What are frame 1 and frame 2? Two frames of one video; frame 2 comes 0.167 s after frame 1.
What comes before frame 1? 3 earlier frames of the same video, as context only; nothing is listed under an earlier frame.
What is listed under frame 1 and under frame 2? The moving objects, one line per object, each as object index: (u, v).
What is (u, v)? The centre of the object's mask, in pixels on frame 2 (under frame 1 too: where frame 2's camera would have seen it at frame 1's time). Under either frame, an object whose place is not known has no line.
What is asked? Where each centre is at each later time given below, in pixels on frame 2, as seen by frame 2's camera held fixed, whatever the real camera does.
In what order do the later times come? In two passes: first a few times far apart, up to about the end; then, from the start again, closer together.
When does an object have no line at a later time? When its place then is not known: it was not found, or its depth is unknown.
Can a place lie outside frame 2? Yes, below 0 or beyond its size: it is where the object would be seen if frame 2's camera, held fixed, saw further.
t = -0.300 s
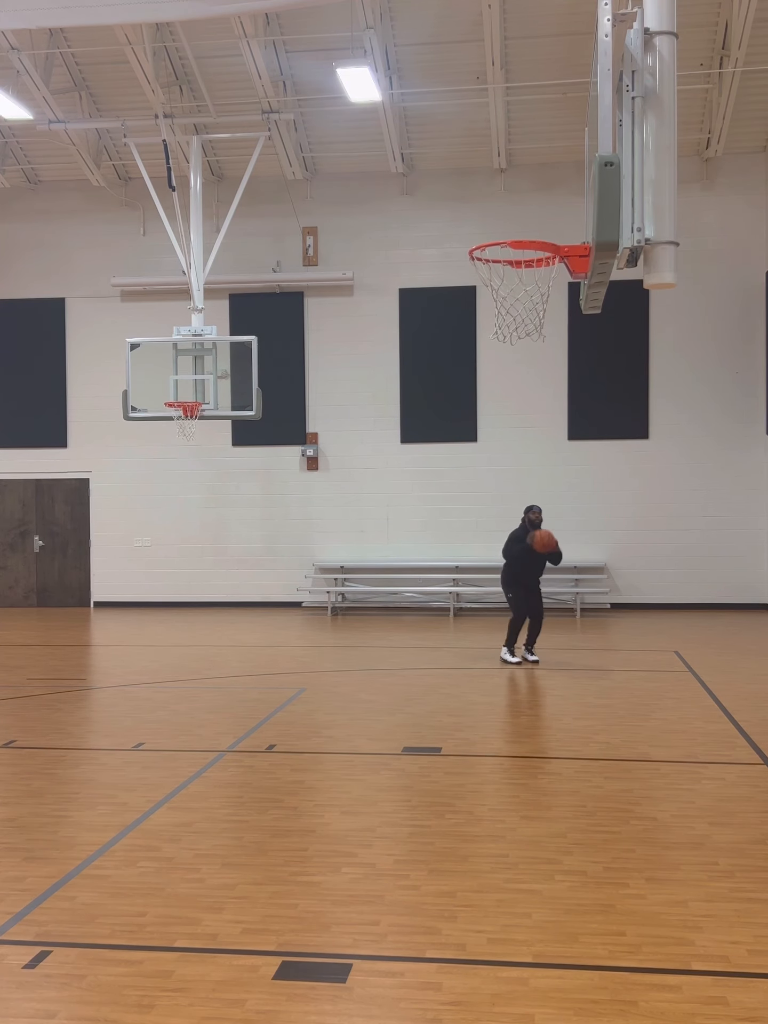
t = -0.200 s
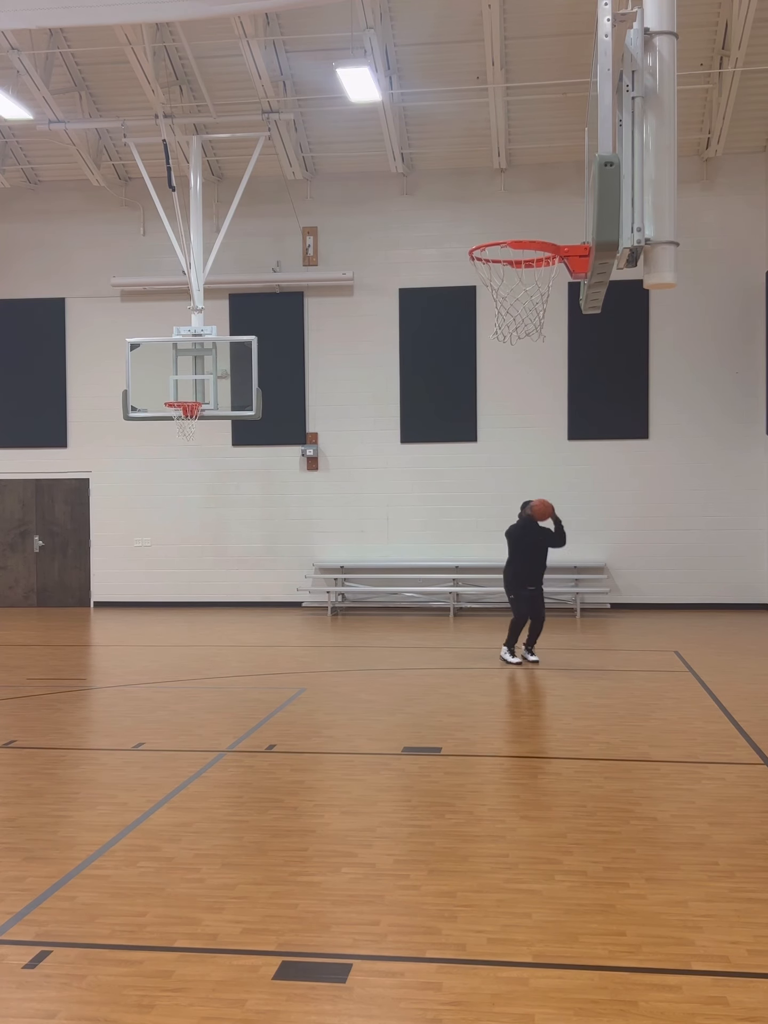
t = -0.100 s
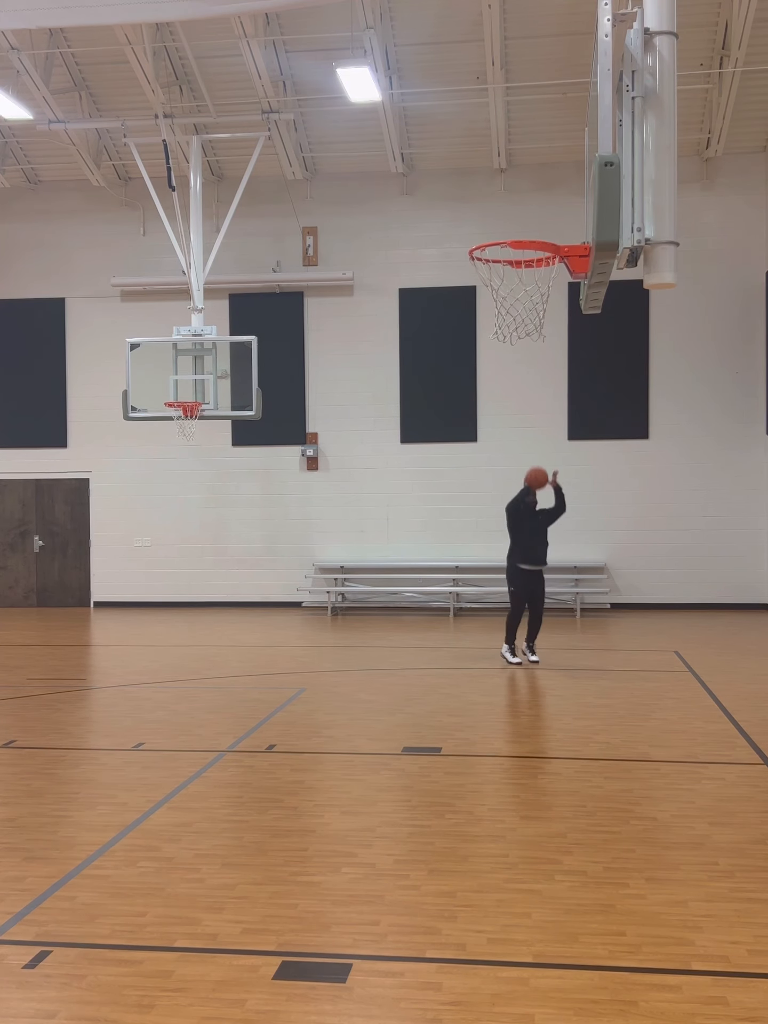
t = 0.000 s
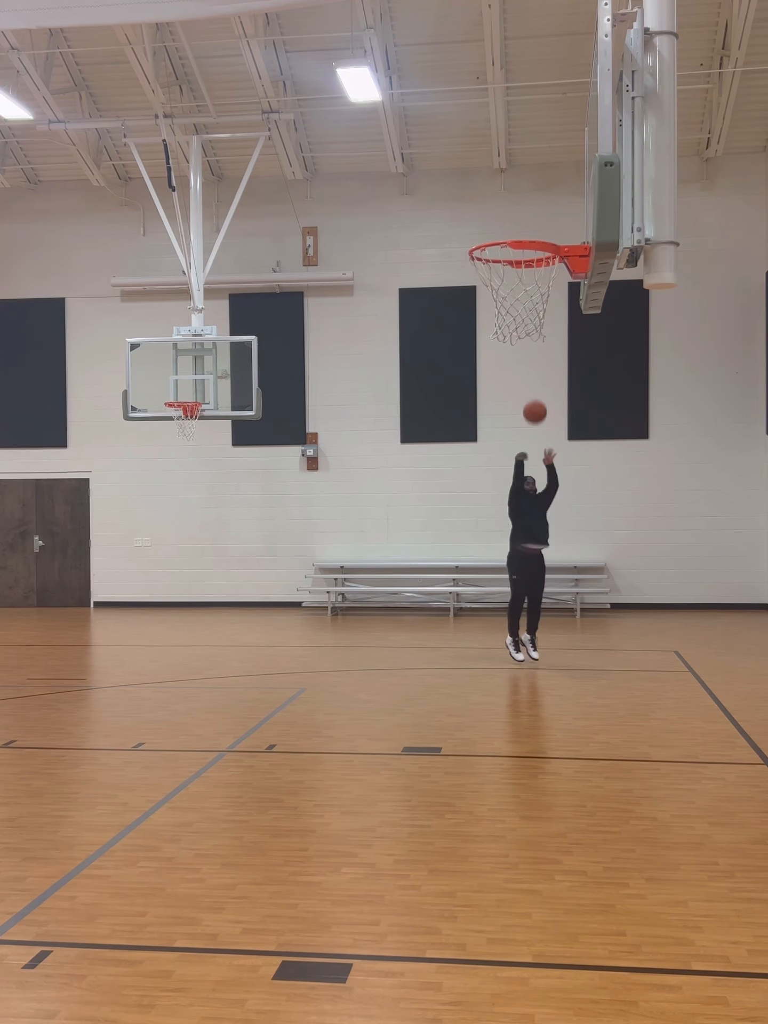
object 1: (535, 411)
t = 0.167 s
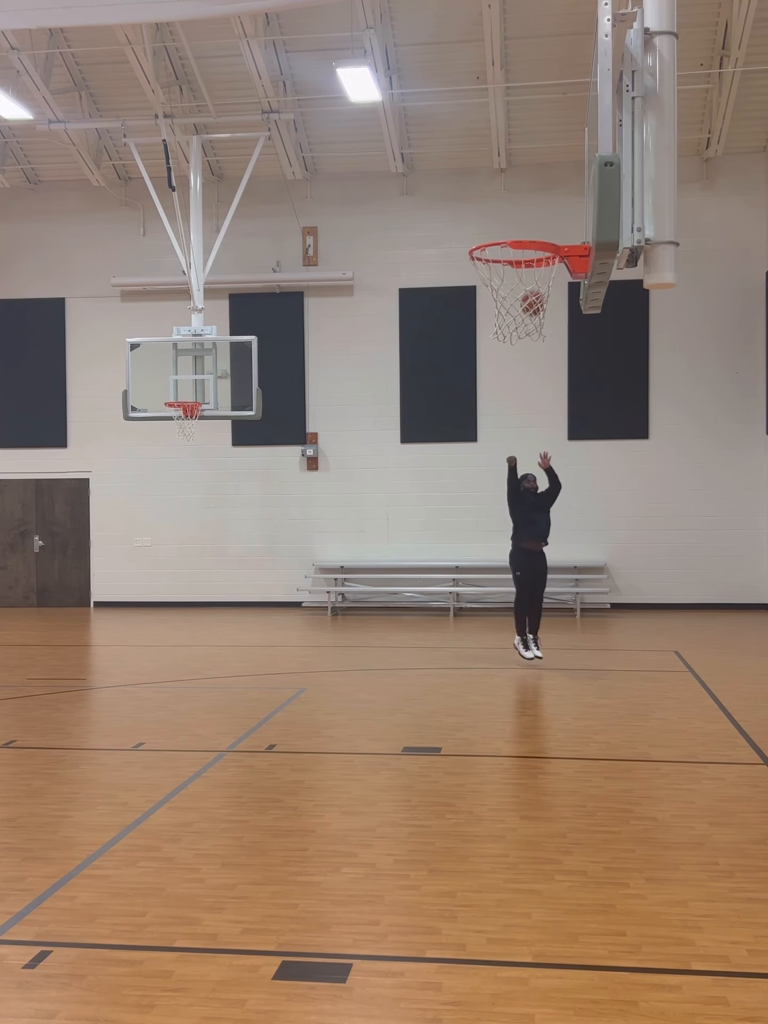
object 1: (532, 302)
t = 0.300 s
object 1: (532, 227)
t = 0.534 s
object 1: (529, 124)
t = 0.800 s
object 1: (525, 70)
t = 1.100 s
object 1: (518, 130)
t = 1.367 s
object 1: (511, 302)
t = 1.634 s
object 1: (514, 450)
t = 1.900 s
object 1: (518, 759)
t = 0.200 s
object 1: (533, 282)
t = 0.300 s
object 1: (532, 227)
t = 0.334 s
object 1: (532, 209)
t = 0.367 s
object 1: (531, 193)
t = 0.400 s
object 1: (531, 177)
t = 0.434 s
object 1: (531, 162)
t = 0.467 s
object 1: (530, 149)
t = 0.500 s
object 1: (530, 136)
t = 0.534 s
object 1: (529, 124)
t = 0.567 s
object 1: (529, 113)
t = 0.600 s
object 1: (528, 103)
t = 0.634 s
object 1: (528, 95)
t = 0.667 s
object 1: (527, 87)
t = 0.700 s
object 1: (527, 81)
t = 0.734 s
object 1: (526, 76)
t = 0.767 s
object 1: (526, 73)
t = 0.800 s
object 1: (525, 70)
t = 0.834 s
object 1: (524, 70)
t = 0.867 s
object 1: (524, 71)
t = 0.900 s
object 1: (523, 73)
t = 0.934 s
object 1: (522, 78)
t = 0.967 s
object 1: (521, 84)
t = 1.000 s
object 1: (521, 93)
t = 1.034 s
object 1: (520, 103)
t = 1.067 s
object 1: (519, 116)
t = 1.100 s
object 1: (518, 130)
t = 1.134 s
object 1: (517, 147)
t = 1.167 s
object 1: (516, 167)
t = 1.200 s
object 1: (515, 190)
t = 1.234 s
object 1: (514, 214)
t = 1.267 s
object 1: (512, 241)
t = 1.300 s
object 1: (512, 272)
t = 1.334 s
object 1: (512, 292)
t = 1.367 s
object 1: (511, 302)
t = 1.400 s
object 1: (512, 310)
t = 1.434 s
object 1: (512, 323)
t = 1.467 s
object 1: (512, 339)
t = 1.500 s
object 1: (512, 356)
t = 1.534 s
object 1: (512, 376)
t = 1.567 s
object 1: (513, 398)
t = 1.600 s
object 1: (513, 423)
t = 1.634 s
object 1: (514, 450)
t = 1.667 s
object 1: (514, 480)
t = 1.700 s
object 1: (514, 513)
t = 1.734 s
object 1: (515, 548)
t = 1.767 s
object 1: (516, 583)
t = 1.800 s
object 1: (517, 623)
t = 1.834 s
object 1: (517, 666)
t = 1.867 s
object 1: (518, 711)
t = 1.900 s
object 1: (518, 759)
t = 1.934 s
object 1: (520, 811)
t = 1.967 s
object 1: (521, 865)
